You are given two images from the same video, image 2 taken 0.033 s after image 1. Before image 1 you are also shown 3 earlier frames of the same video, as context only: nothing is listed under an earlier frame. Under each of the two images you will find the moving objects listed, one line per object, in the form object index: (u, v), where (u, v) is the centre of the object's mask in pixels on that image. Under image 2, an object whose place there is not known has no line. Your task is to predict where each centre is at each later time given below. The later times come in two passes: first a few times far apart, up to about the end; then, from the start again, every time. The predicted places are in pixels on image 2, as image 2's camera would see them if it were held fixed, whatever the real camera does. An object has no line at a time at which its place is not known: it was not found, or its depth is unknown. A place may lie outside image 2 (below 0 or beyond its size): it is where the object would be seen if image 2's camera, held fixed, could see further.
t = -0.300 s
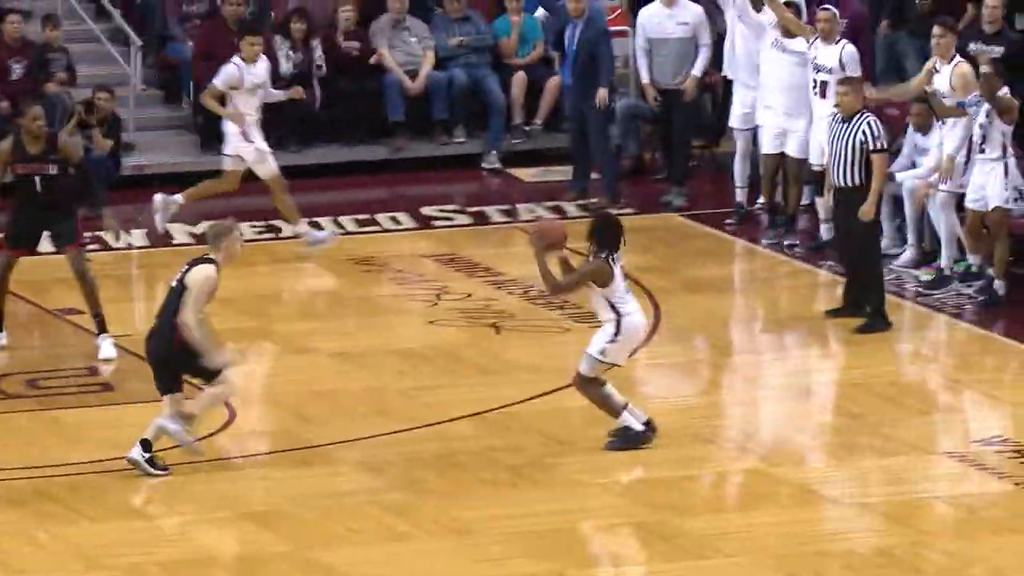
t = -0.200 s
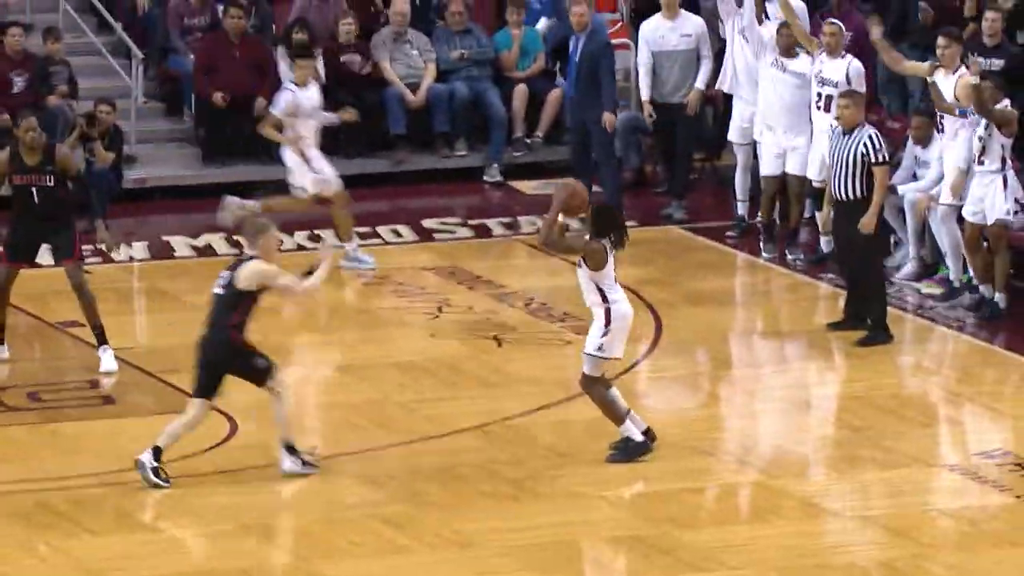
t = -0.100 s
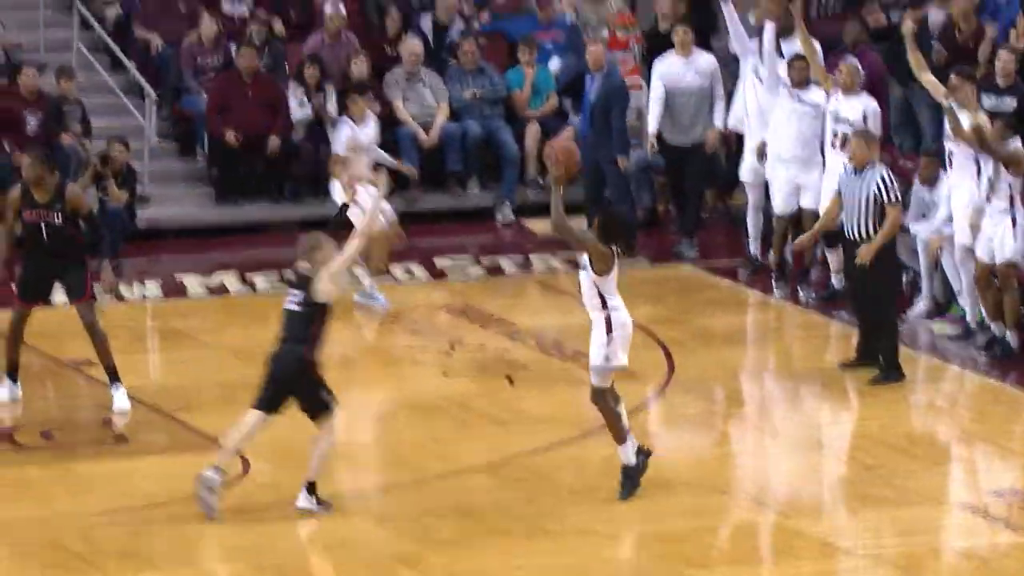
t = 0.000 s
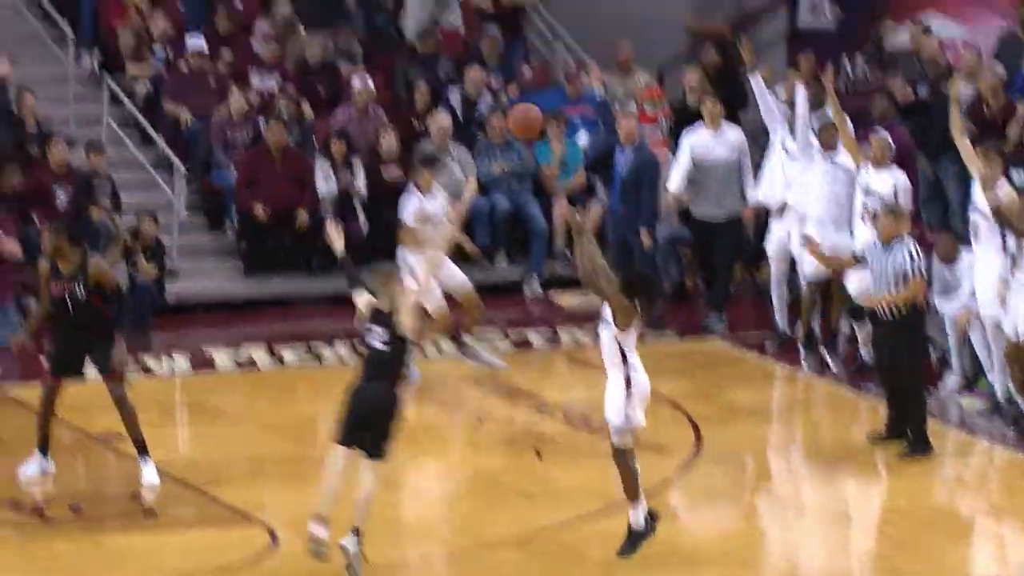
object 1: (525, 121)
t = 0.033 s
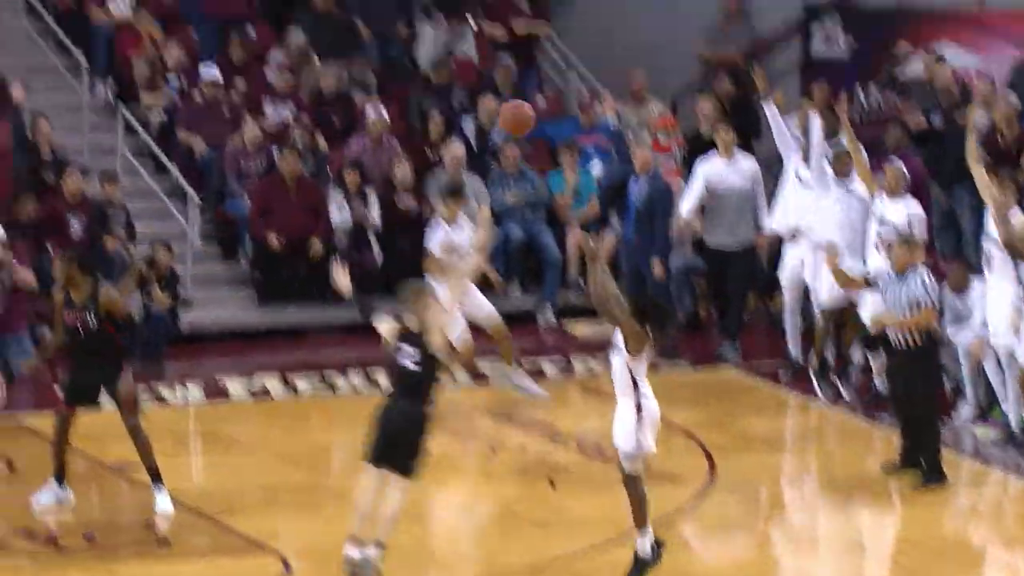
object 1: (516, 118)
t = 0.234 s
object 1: (388, -41)
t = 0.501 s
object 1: (220, -160)
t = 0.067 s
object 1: (495, 86)
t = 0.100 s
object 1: (473, 58)
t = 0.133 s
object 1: (452, 30)
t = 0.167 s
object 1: (432, 5)
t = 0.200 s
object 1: (410, -18)
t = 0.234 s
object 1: (388, -41)
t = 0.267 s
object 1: (366, -62)
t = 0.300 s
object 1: (346, -81)
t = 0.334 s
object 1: (325, -98)
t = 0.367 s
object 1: (304, -114)
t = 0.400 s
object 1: (282, -128)
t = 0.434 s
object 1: (262, -140)
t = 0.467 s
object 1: (241, -151)
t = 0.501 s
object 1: (220, -160)
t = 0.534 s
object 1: (200, -168)
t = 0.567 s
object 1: (179, -173)
